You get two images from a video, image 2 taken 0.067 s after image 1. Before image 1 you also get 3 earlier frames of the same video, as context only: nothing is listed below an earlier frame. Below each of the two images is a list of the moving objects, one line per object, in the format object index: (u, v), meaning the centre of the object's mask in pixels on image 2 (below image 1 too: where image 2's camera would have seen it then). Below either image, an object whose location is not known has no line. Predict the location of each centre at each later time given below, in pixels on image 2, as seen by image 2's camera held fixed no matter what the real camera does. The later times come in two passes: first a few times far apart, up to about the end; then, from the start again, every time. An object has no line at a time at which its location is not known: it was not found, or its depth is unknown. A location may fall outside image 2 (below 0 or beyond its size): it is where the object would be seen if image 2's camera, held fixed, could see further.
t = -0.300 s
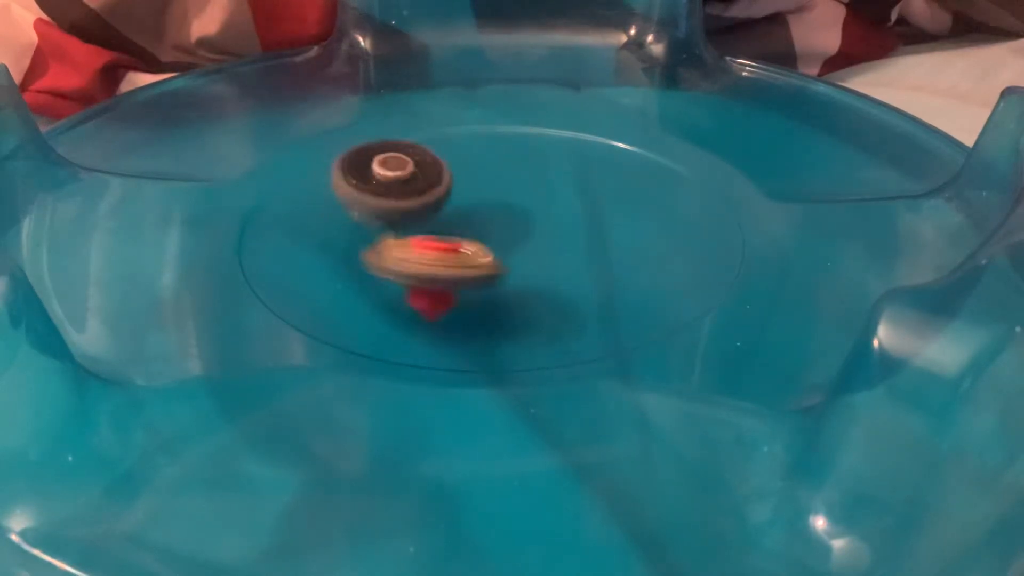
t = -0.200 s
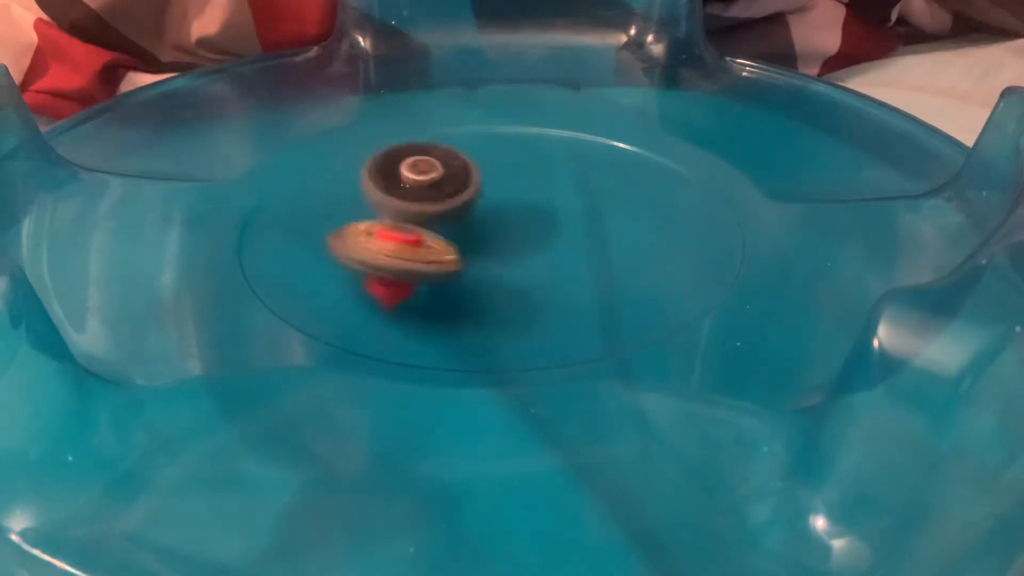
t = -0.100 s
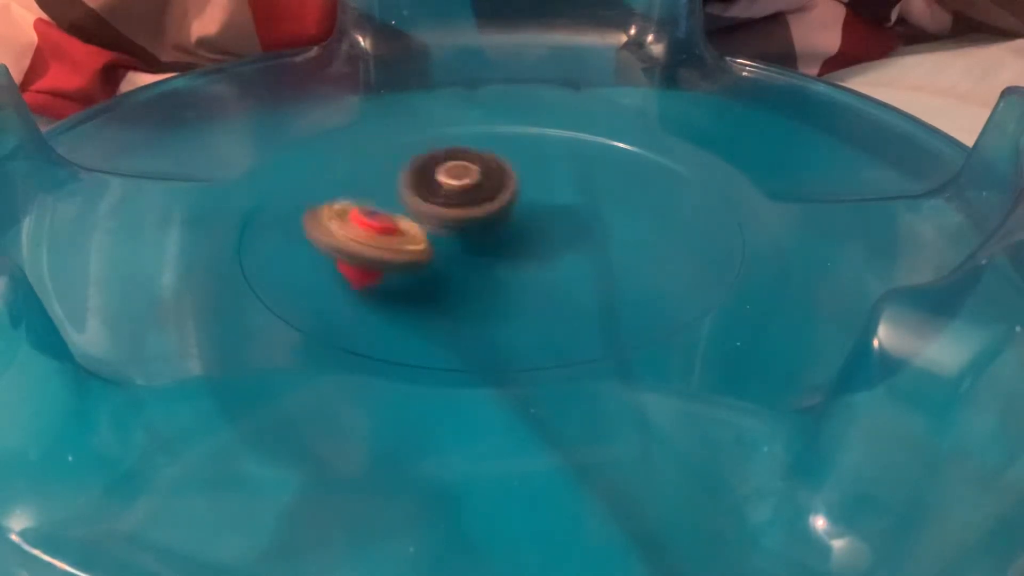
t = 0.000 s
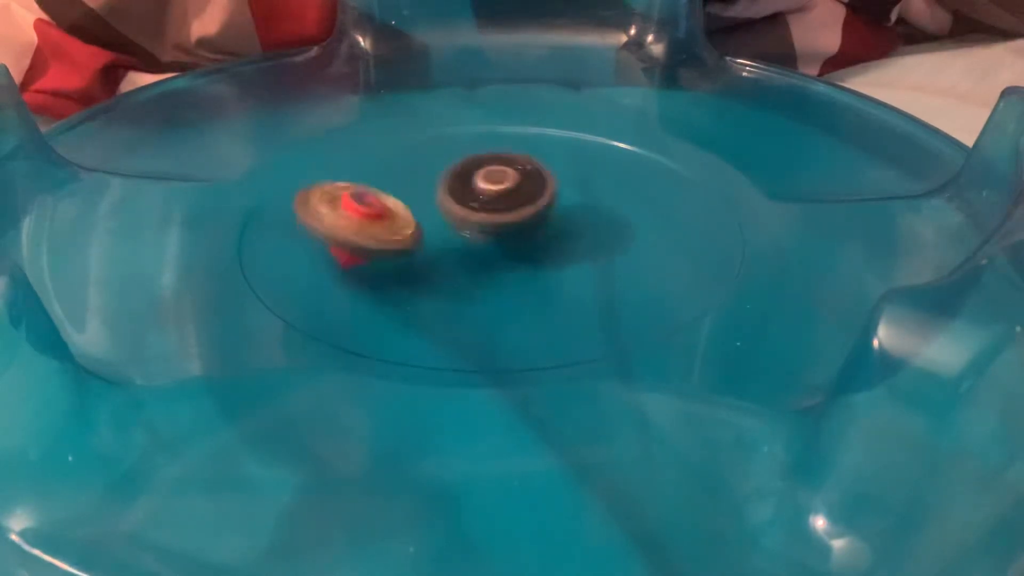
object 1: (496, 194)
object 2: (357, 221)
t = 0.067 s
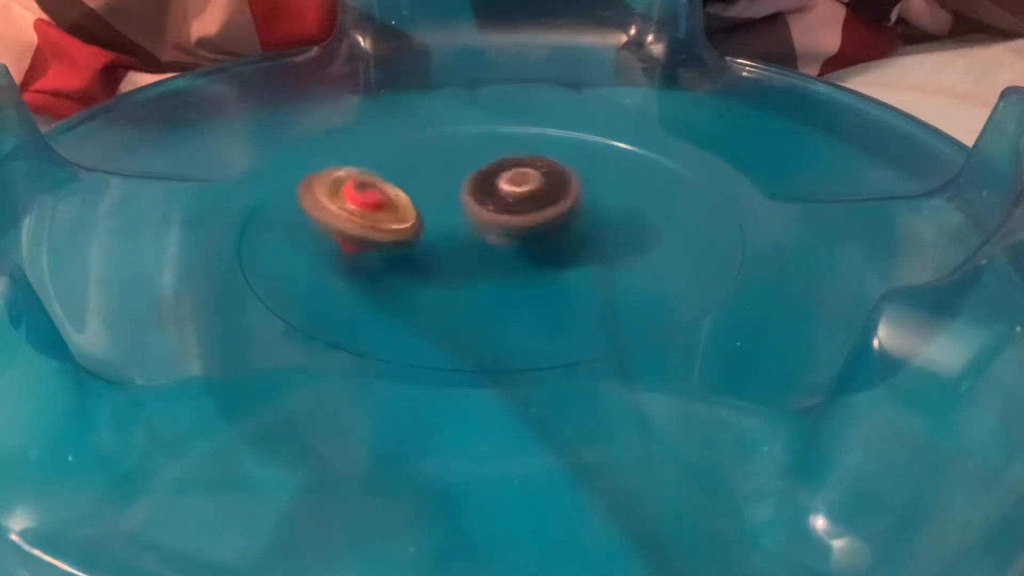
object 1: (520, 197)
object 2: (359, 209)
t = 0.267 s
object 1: (573, 210)
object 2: (399, 180)
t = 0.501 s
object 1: (564, 223)
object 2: (478, 171)
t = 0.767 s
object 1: (468, 244)
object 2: (557, 193)
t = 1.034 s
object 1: (366, 247)
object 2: (547, 246)
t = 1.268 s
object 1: (327, 213)
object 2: (503, 276)
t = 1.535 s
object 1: (335, 164)
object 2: (488, 257)
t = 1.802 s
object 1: (432, 155)
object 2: (508, 212)
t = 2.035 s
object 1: (509, 175)
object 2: (585, 226)
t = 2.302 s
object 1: (530, 212)
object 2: (601, 266)
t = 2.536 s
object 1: (485, 218)
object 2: (525, 292)
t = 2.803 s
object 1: (406, 193)
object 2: (350, 267)
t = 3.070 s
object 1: (391, 169)
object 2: (307, 250)
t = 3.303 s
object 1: (446, 170)
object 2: (386, 253)
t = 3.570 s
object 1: (517, 193)
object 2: (403, 229)
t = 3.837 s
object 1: (510, 241)
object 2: (393, 220)
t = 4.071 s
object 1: (453, 252)
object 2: (406, 187)
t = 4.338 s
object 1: (420, 225)
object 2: (483, 189)
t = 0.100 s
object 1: (532, 199)
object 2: (363, 203)
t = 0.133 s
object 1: (543, 200)
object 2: (369, 197)
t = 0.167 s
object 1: (553, 202)
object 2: (374, 192)
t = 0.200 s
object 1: (560, 204)
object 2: (382, 188)
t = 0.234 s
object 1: (567, 205)
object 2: (390, 184)
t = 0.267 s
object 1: (573, 210)
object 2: (399, 180)
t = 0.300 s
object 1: (575, 210)
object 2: (410, 177)
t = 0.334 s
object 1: (576, 212)
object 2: (420, 174)
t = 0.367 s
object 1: (576, 215)
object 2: (431, 173)
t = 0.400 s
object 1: (575, 214)
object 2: (444, 172)
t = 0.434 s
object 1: (573, 218)
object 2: (455, 172)
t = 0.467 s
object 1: (569, 219)
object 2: (467, 171)
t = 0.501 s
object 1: (564, 223)
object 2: (478, 171)
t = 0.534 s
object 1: (557, 226)
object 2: (490, 171)
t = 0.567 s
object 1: (547, 229)
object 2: (501, 171)
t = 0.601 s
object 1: (535, 231)
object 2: (512, 171)
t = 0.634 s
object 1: (525, 234)
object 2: (525, 172)
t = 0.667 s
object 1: (511, 234)
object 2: (537, 174)
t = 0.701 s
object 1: (496, 237)
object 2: (545, 179)
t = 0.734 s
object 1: (482, 242)
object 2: (553, 185)
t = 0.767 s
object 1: (468, 244)
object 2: (557, 193)
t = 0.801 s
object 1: (455, 248)
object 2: (561, 200)
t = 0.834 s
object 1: (441, 249)
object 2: (562, 209)
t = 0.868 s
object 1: (427, 251)
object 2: (564, 216)
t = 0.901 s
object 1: (413, 252)
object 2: (563, 222)
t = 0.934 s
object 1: (399, 251)
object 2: (562, 228)
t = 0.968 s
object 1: (387, 251)
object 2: (559, 234)
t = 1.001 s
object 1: (375, 249)
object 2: (553, 240)
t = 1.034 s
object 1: (366, 247)
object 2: (547, 246)
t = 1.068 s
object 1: (358, 246)
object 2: (539, 251)
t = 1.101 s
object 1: (353, 244)
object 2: (527, 256)
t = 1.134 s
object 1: (350, 241)
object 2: (517, 260)
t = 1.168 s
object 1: (350, 240)
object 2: (503, 263)
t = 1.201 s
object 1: (351, 237)
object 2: (490, 266)
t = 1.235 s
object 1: (345, 228)
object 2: (484, 272)
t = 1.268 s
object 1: (327, 213)
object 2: (503, 276)
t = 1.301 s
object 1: (320, 207)
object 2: (514, 281)
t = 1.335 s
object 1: (317, 200)
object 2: (520, 284)
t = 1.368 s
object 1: (315, 192)
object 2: (518, 282)
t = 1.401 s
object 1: (315, 186)
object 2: (509, 278)
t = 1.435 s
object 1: (317, 179)
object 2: (502, 274)
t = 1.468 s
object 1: (321, 174)
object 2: (496, 269)
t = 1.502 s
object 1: (327, 168)
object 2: (491, 263)
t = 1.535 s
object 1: (335, 164)
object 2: (488, 257)
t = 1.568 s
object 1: (345, 160)
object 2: (487, 251)
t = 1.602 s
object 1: (356, 158)
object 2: (487, 246)
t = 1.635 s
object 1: (368, 156)
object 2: (488, 240)
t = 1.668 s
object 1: (380, 155)
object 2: (489, 233)
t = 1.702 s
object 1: (394, 154)
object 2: (494, 228)
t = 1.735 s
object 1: (408, 154)
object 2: (497, 222)
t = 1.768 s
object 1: (420, 154)
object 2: (503, 217)
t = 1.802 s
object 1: (432, 155)
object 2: (508, 212)
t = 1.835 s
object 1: (443, 155)
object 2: (523, 214)
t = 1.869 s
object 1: (453, 155)
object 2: (539, 220)
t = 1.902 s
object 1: (466, 160)
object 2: (550, 224)
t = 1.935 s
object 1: (478, 163)
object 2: (558, 226)
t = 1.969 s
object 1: (489, 166)
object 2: (566, 225)
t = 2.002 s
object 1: (500, 170)
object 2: (574, 224)
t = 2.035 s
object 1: (509, 175)
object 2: (585, 226)
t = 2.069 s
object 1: (518, 179)
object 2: (591, 229)
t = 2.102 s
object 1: (519, 178)
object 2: (606, 238)
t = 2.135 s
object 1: (522, 182)
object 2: (615, 247)
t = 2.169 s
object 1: (525, 187)
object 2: (616, 251)
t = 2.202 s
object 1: (527, 192)
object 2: (616, 256)
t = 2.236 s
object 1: (528, 196)
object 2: (614, 259)
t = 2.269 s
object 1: (530, 204)
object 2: (608, 263)
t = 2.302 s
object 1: (530, 212)
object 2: (601, 266)
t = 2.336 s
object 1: (528, 216)
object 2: (590, 270)
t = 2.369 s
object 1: (523, 218)
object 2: (581, 272)
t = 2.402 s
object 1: (519, 216)
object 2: (574, 284)
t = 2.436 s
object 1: (515, 216)
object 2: (565, 292)
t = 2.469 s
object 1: (509, 217)
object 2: (551, 295)
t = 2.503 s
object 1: (497, 216)
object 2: (535, 294)
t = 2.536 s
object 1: (485, 218)
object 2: (525, 292)
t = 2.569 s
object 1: (472, 219)
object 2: (518, 291)
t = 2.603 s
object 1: (457, 220)
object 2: (512, 285)
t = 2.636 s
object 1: (443, 212)
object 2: (495, 274)
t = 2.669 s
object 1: (432, 205)
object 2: (471, 269)
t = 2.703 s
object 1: (427, 206)
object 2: (446, 277)
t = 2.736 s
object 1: (419, 203)
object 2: (414, 273)
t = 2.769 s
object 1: (414, 198)
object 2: (379, 269)
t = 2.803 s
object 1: (406, 193)
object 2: (350, 267)
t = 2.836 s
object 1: (401, 189)
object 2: (326, 260)
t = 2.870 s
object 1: (397, 186)
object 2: (305, 256)
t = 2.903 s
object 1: (393, 180)
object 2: (294, 250)
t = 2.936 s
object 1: (390, 177)
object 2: (293, 251)
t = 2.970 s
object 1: (388, 174)
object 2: (293, 252)
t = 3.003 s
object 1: (389, 170)
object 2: (298, 252)
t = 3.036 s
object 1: (389, 169)
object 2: (304, 252)
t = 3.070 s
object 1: (391, 169)
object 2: (307, 250)
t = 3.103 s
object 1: (393, 170)
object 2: (321, 248)
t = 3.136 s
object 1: (396, 171)
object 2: (333, 247)
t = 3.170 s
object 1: (400, 172)
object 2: (352, 246)
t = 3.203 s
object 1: (411, 172)
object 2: (369, 239)
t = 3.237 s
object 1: (424, 171)
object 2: (373, 246)
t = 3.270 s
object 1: (438, 171)
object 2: (379, 251)
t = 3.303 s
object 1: (446, 170)
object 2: (386, 253)
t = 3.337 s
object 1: (457, 171)
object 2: (394, 252)
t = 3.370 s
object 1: (469, 173)
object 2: (402, 251)
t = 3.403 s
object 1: (479, 176)
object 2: (410, 245)
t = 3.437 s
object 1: (488, 178)
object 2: (413, 243)
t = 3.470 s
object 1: (497, 181)
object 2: (414, 238)
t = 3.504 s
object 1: (506, 187)
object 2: (413, 236)
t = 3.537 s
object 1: (512, 190)
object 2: (407, 231)
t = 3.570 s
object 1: (517, 193)
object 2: (403, 229)
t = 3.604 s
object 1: (522, 199)
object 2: (397, 228)
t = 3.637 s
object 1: (525, 205)
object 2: (393, 228)
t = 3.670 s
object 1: (526, 211)
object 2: (389, 228)
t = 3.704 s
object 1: (527, 219)
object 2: (386, 227)
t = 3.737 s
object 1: (525, 225)
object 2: (386, 227)
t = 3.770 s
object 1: (521, 229)
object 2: (387, 227)
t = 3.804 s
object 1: (516, 234)
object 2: (390, 227)
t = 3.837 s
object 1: (510, 241)
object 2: (393, 220)
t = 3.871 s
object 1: (502, 246)
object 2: (396, 217)
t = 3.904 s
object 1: (487, 251)
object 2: (396, 213)
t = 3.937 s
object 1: (489, 254)
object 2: (389, 206)
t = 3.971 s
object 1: (486, 254)
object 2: (388, 200)
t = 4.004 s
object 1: (475, 255)
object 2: (391, 194)
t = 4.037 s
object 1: (462, 253)
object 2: (397, 189)
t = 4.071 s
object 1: (453, 252)
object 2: (406, 187)
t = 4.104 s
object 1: (446, 252)
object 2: (416, 184)
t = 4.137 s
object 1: (438, 248)
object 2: (429, 184)
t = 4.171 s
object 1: (432, 242)
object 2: (435, 182)
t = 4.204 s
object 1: (425, 238)
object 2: (444, 186)
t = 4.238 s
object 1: (422, 238)
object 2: (459, 184)
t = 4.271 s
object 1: (418, 235)
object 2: (472, 187)
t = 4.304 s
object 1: (417, 229)
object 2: (478, 188)
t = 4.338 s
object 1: (420, 225)
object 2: (483, 189)
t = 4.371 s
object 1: (420, 222)
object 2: (491, 187)
